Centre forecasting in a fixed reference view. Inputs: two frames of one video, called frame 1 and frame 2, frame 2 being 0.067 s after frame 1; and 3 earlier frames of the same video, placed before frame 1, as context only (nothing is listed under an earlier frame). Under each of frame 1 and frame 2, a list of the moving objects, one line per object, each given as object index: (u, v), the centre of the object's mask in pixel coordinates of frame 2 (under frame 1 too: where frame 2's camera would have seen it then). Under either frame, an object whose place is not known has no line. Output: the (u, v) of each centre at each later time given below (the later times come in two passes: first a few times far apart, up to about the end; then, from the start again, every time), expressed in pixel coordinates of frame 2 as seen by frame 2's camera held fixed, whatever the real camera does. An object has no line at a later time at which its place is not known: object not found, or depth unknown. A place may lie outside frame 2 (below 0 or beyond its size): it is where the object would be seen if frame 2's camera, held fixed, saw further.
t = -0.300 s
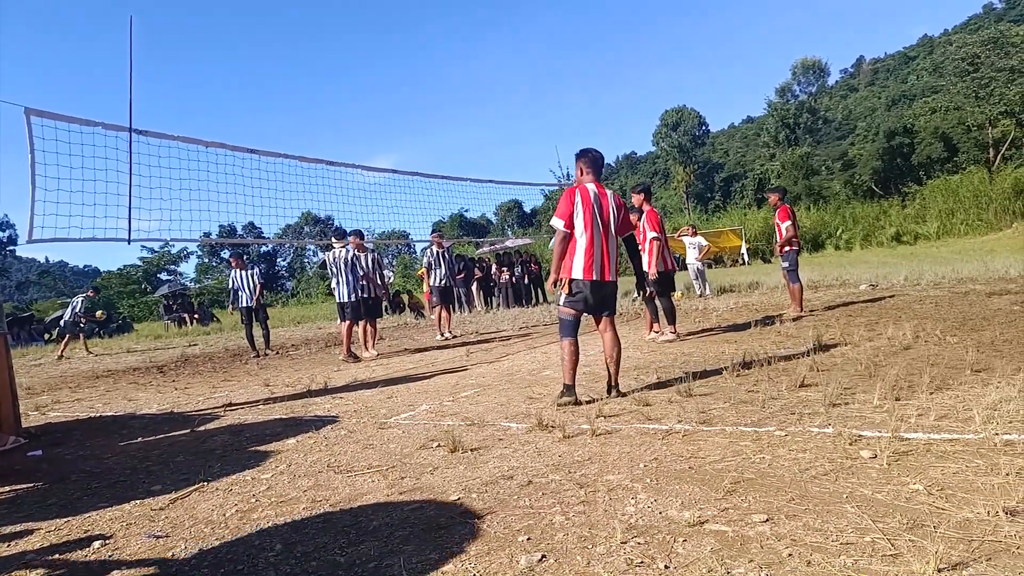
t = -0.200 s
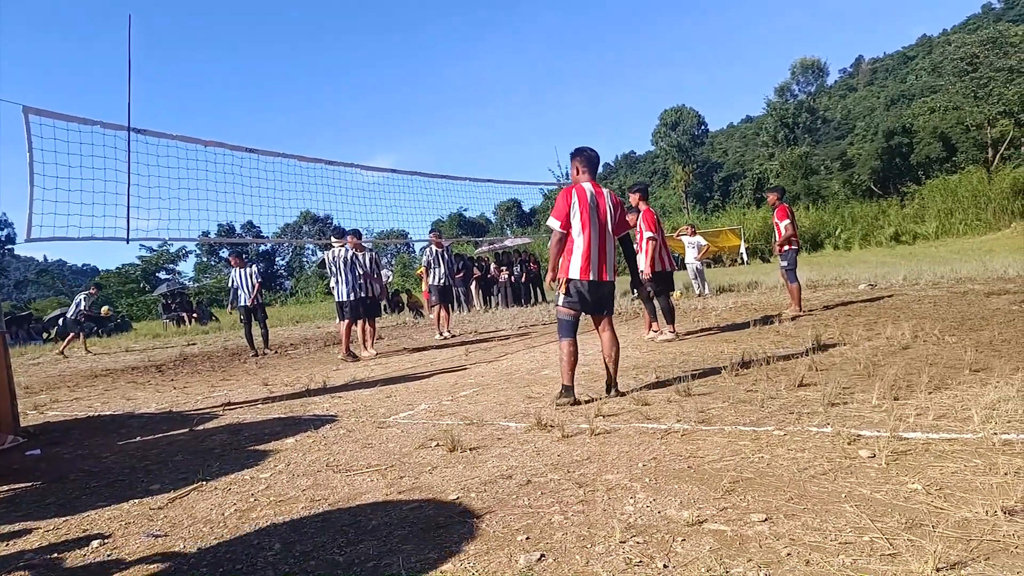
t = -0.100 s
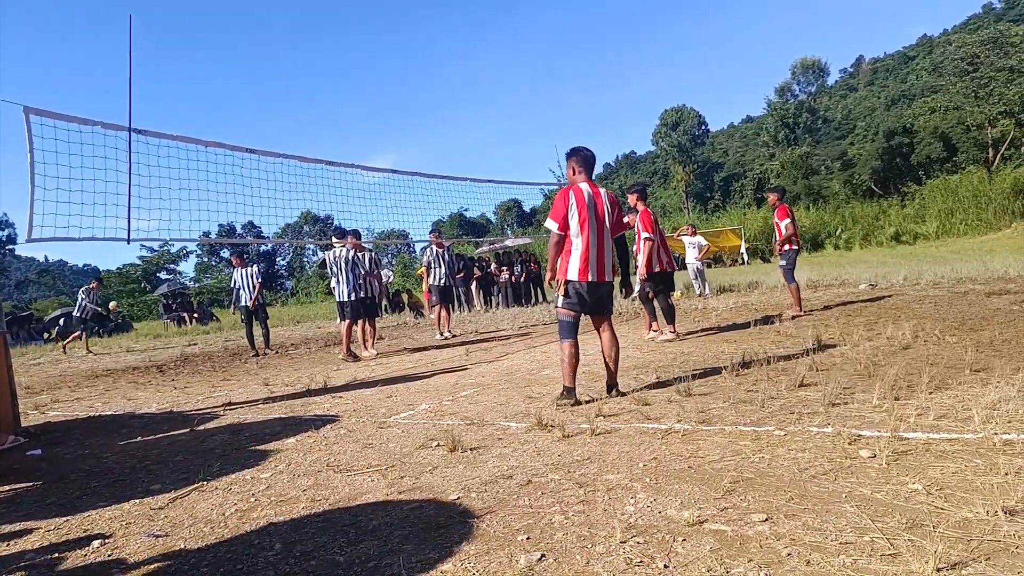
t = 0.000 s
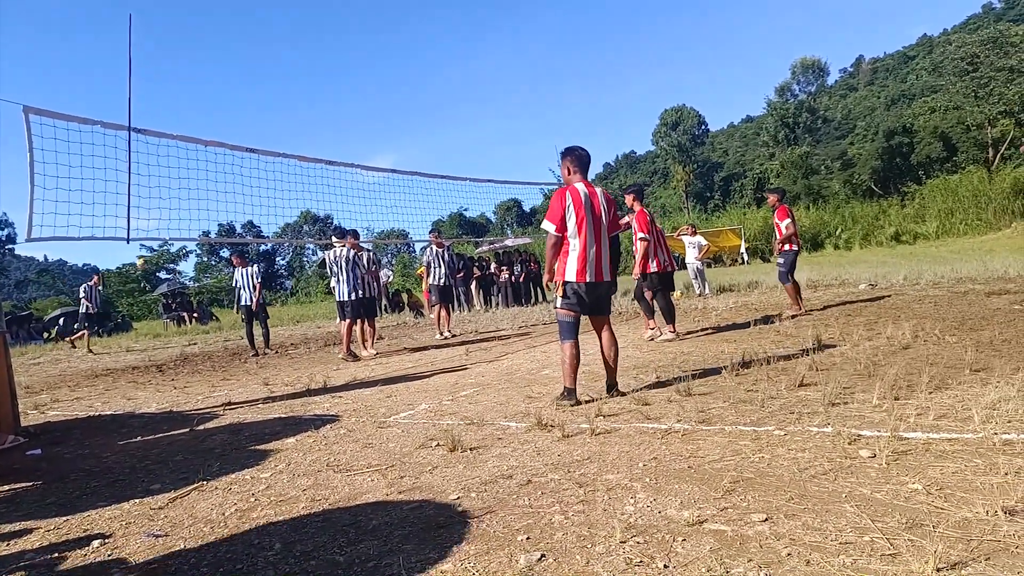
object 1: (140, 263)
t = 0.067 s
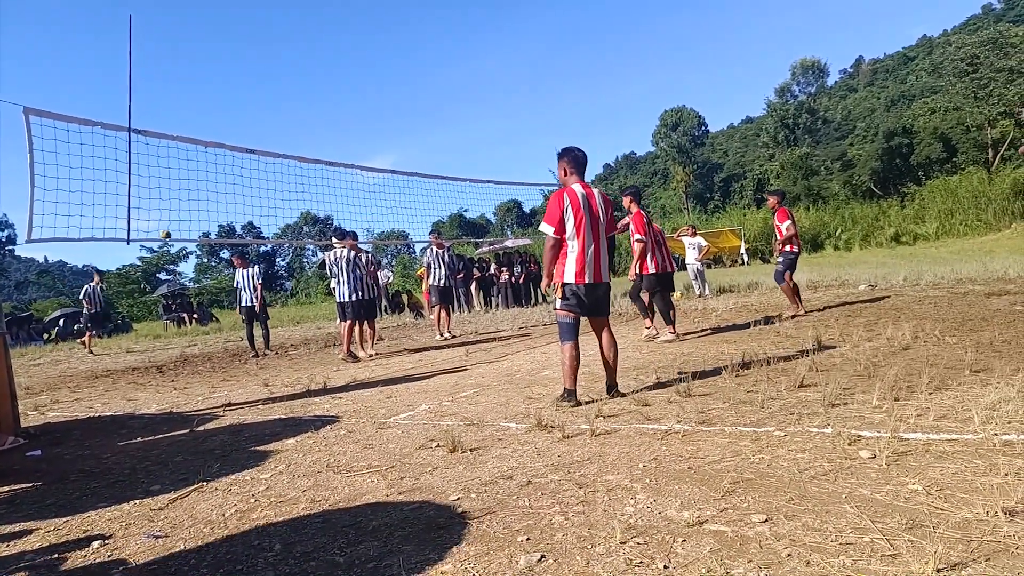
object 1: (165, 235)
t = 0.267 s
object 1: (245, 156)
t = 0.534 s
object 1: (351, 78)
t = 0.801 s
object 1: (473, 37)
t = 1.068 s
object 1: (605, 35)
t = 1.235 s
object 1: (696, 54)
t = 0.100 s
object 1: (176, 221)
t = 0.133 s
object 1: (189, 208)
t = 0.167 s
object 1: (201, 195)
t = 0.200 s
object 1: (219, 176)
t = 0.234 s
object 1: (232, 163)
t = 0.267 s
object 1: (245, 156)
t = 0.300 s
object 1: (257, 141)
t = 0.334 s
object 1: (270, 131)
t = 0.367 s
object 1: (283, 121)
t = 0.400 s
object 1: (296, 112)
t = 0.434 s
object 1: (310, 103)
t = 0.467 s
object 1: (323, 94)
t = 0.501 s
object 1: (337, 86)
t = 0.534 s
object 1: (351, 78)
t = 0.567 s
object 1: (365, 71)
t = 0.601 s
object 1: (380, 65)
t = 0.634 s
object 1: (395, 59)
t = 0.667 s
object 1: (410, 54)
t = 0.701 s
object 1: (426, 48)
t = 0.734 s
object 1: (441, 44)
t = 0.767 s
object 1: (457, 40)
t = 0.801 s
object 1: (473, 37)
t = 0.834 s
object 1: (489, 34)
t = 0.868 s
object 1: (505, 33)
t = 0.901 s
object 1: (522, 32)
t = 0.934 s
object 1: (538, 31)
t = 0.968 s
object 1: (555, 31)
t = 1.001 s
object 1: (572, 32)
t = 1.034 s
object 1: (588, 33)
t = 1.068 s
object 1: (605, 35)
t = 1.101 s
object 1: (623, 37)
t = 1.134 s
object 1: (641, 40)
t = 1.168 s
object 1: (660, 44)
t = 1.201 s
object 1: (678, 49)
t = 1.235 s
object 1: (696, 54)
